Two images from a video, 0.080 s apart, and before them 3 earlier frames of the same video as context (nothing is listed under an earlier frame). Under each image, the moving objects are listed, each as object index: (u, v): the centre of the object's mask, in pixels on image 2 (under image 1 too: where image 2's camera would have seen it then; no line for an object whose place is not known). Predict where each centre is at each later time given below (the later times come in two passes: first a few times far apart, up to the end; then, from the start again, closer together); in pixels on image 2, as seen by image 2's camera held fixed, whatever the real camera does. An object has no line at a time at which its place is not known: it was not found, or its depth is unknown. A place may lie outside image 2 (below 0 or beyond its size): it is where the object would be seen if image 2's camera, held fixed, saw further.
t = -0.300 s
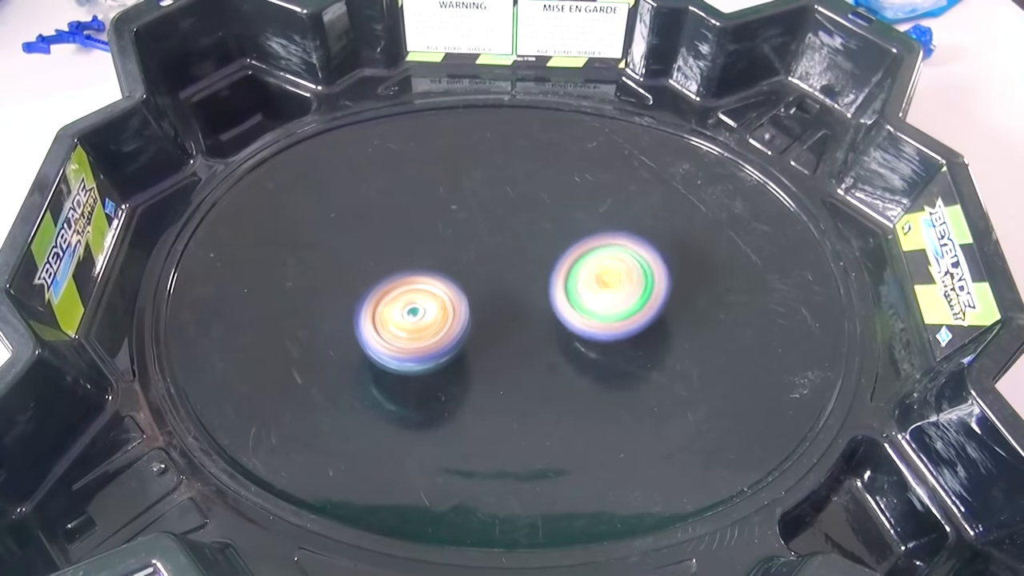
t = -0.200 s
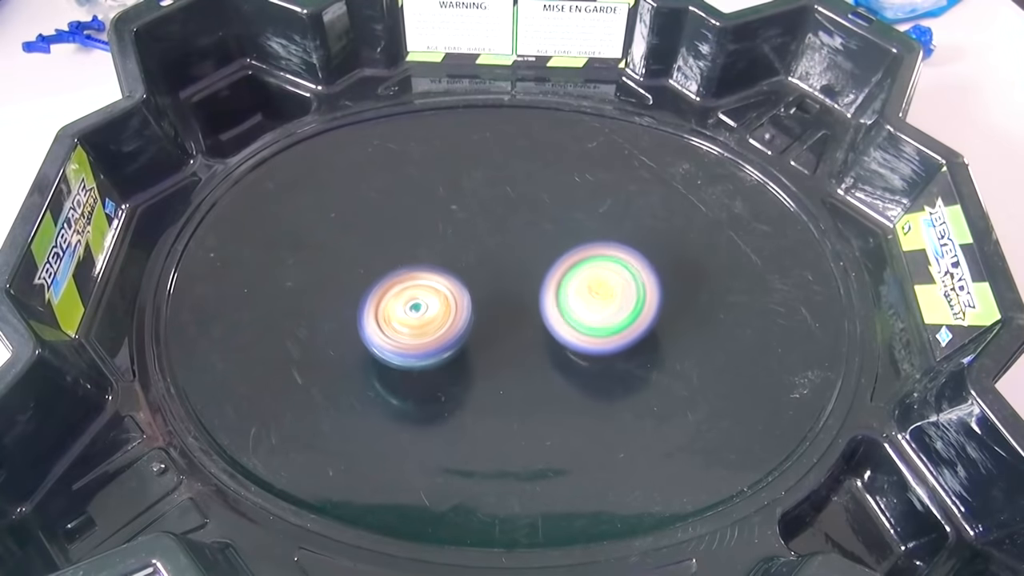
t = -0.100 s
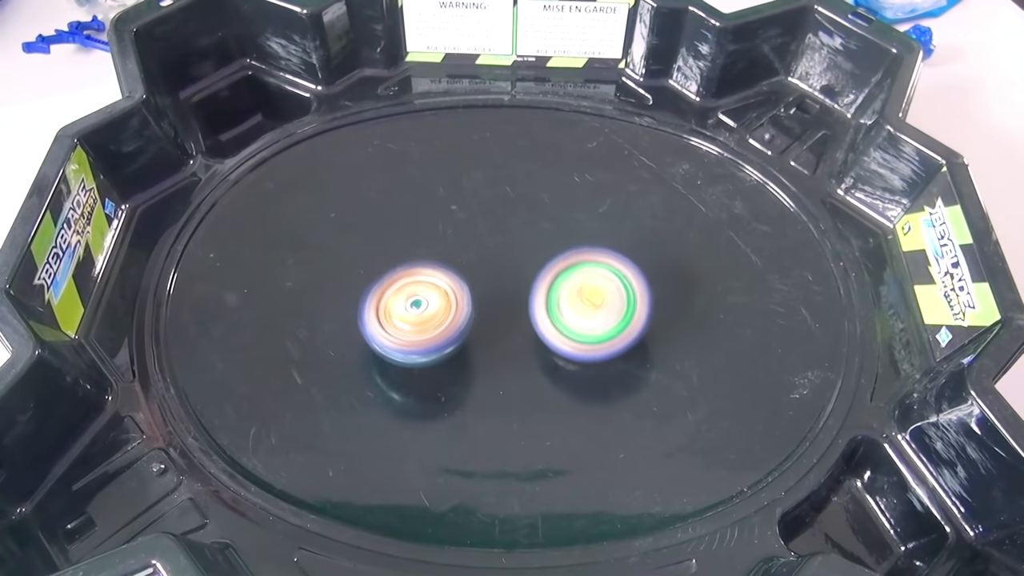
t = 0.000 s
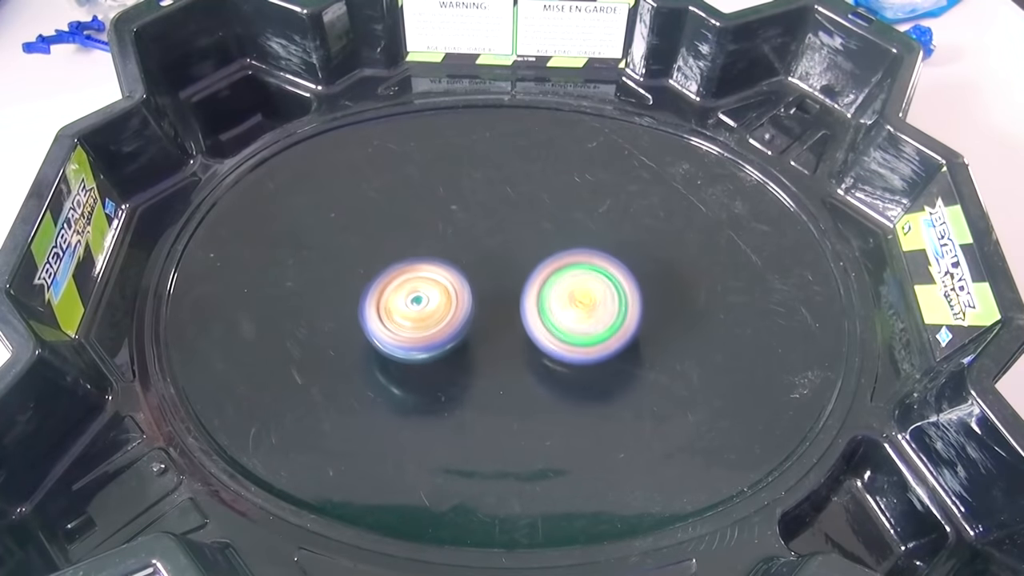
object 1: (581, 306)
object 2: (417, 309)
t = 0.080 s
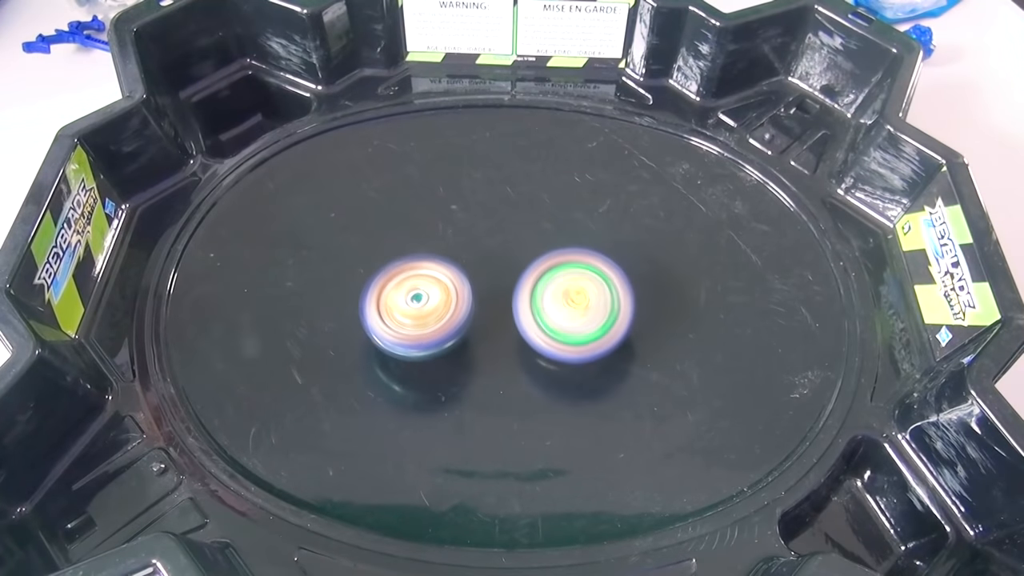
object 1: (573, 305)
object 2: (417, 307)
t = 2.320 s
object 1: (550, 270)
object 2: (411, 299)
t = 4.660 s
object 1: (552, 296)
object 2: (432, 279)
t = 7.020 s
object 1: (561, 304)
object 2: (438, 284)
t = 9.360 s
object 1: (587, 281)
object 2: (450, 295)
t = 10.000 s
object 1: (553, 323)
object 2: (407, 319)
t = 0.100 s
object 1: (572, 305)
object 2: (417, 306)
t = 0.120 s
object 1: (570, 305)
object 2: (417, 306)
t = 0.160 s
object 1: (566, 304)
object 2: (416, 304)
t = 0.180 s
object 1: (563, 304)
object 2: (416, 304)
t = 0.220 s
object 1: (559, 303)
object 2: (416, 303)
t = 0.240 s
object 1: (557, 303)
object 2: (416, 302)
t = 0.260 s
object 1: (555, 302)
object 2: (416, 301)
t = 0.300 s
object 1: (553, 303)
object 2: (416, 300)
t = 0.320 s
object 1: (553, 303)
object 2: (415, 300)
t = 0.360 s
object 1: (551, 303)
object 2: (415, 299)
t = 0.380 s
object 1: (552, 303)
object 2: (415, 298)
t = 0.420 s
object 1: (551, 302)
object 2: (415, 297)
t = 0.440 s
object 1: (551, 303)
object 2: (415, 297)
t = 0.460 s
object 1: (550, 302)
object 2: (415, 297)
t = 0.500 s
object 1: (550, 302)
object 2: (415, 296)
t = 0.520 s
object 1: (549, 302)
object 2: (415, 295)
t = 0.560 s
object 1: (548, 302)
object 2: (415, 295)
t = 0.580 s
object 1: (547, 302)
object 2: (415, 295)
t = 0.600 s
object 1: (547, 303)
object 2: (415, 295)
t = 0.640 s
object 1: (546, 303)
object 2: (415, 295)
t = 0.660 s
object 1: (545, 303)
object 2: (416, 294)
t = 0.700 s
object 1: (544, 304)
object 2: (416, 294)
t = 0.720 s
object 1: (543, 304)
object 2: (417, 294)
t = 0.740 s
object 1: (543, 304)
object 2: (417, 294)
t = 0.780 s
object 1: (541, 305)
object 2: (417, 294)
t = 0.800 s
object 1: (541, 306)
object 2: (418, 294)
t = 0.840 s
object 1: (540, 307)
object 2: (419, 294)
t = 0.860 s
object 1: (542, 308)
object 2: (417, 294)
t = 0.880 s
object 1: (544, 308)
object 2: (415, 295)
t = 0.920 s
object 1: (547, 309)
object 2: (415, 295)
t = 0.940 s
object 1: (547, 309)
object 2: (416, 294)
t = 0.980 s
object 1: (547, 309)
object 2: (417, 294)
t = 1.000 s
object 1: (546, 308)
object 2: (417, 294)
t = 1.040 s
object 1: (545, 308)
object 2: (418, 294)
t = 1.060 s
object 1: (544, 308)
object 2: (418, 294)
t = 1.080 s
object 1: (543, 308)
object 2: (419, 294)
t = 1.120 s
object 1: (544, 308)
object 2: (417, 294)
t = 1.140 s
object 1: (543, 308)
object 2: (417, 294)
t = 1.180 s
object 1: (543, 307)
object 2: (419, 294)
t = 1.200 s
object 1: (542, 307)
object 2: (419, 294)
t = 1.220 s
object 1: (542, 307)
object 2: (420, 294)
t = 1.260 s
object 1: (543, 306)
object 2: (418, 293)
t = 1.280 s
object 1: (543, 306)
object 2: (418, 294)
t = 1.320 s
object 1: (543, 306)
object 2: (420, 293)
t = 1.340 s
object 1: (543, 306)
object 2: (420, 293)
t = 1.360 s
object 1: (542, 306)
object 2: (420, 293)
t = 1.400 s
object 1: (542, 306)
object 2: (421, 293)
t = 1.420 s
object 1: (543, 306)
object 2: (419, 293)
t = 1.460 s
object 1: (544, 305)
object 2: (421, 293)
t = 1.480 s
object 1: (544, 304)
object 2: (422, 293)
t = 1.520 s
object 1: (544, 303)
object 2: (422, 292)
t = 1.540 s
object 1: (544, 302)
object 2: (422, 292)
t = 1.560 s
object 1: (544, 301)
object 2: (422, 292)
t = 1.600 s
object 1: (544, 297)
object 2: (423, 292)
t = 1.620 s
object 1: (545, 294)
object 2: (424, 292)
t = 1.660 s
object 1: (547, 288)
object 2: (422, 292)
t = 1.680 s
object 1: (549, 285)
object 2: (420, 292)
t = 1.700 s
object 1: (551, 283)
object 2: (420, 292)
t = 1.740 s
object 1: (552, 279)
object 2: (422, 292)
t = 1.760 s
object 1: (553, 278)
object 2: (423, 291)
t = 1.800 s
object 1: (551, 276)
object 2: (423, 291)
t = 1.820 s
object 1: (550, 276)
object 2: (424, 291)
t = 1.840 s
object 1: (549, 275)
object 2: (424, 291)
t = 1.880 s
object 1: (546, 275)
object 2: (425, 290)
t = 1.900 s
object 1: (546, 274)
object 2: (426, 290)
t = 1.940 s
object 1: (543, 274)
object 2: (426, 289)
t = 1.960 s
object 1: (543, 273)
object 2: (424, 290)
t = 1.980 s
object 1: (543, 271)
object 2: (423, 291)
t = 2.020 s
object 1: (542, 268)
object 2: (423, 292)
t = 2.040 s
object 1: (542, 267)
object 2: (424, 292)
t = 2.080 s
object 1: (540, 268)
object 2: (425, 291)
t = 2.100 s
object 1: (541, 268)
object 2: (423, 291)
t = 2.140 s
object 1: (543, 268)
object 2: (422, 292)
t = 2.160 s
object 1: (542, 268)
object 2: (423, 292)
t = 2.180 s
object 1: (543, 268)
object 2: (424, 291)
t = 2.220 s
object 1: (542, 269)
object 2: (425, 291)
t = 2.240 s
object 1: (544, 270)
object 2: (421, 292)
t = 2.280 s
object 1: (549, 269)
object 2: (413, 296)
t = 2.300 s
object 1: (549, 269)
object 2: (411, 298)
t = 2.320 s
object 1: (550, 270)
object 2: (411, 299)
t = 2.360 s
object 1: (551, 271)
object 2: (413, 298)
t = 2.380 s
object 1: (550, 272)
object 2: (414, 298)
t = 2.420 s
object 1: (549, 275)
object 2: (415, 298)
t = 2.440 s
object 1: (549, 275)
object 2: (415, 297)
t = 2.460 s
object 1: (549, 277)
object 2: (416, 298)
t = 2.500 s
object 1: (547, 279)
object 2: (417, 297)
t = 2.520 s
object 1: (545, 280)
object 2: (418, 297)
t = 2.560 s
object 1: (542, 284)
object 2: (419, 297)
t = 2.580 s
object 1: (541, 285)
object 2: (420, 297)
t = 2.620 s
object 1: (541, 285)
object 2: (417, 299)
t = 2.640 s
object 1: (541, 286)
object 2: (416, 299)
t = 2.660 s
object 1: (541, 285)
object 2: (418, 299)
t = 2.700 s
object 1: (541, 286)
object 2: (420, 298)
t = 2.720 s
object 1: (545, 285)
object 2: (415, 300)
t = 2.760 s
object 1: (552, 282)
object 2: (411, 302)
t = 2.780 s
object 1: (554, 280)
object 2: (411, 301)
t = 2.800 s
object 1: (556, 280)
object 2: (413, 299)
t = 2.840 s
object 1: (557, 279)
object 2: (415, 299)
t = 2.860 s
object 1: (556, 278)
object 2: (416, 299)
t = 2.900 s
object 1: (555, 279)
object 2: (417, 299)
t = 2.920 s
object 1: (556, 279)
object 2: (417, 298)
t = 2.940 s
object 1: (555, 279)
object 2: (418, 297)
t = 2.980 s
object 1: (554, 281)
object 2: (418, 296)
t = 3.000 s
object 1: (554, 281)
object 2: (419, 297)
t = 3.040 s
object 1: (553, 283)
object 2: (420, 296)
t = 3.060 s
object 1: (553, 284)
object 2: (420, 295)
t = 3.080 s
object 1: (553, 285)
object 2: (421, 295)
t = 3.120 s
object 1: (552, 286)
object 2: (422, 294)
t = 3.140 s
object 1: (552, 287)
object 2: (422, 293)
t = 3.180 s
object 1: (551, 288)
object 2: (423, 292)
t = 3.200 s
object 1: (551, 289)
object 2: (423, 292)
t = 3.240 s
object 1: (550, 291)
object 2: (424, 291)
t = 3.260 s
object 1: (550, 291)
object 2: (424, 290)
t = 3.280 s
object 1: (549, 292)
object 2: (424, 290)
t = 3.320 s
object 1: (549, 294)
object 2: (425, 289)
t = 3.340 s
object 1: (548, 294)
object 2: (426, 289)
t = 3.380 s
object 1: (547, 296)
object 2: (427, 287)
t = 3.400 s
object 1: (546, 296)
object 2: (426, 287)
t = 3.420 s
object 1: (546, 297)
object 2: (427, 287)
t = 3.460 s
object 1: (548, 298)
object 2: (423, 284)
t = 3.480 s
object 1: (548, 298)
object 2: (422, 284)
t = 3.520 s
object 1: (548, 298)
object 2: (422, 285)
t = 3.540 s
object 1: (548, 298)
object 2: (422, 284)
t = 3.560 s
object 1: (547, 298)
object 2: (423, 284)
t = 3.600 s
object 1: (547, 299)
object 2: (423, 283)
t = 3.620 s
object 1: (547, 300)
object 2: (422, 283)
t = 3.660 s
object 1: (547, 300)
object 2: (423, 283)
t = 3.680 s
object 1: (546, 301)
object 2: (424, 283)
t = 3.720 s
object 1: (546, 301)
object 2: (424, 283)
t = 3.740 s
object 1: (547, 302)
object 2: (424, 283)
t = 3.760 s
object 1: (546, 302)
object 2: (424, 283)
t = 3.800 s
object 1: (547, 302)
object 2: (425, 282)
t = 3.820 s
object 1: (548, 303)
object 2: (425, 283)
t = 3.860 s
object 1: (549, 303)
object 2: (426, 283)
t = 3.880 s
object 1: (549, 302)
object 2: (426, 283)
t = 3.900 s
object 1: (549, 303)
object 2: (427, 283)
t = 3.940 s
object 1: (550, 303)
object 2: (427, 283)
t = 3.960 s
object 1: (550, 302)
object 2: (428, 283)
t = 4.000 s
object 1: (551, 302)
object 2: (429, 283)
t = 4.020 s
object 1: (551, 303)
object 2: (429, 283)
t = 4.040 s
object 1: (551, 302)
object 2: (430, 283)
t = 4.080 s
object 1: (552, 301)
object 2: (431, 283)
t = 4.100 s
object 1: (552, 301)
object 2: (431, 283)
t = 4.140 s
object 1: (552, 301)
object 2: (432, 282)
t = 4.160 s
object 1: (552, 299)
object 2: (433, 282)
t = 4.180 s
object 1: (554, 300)
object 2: (432, 282)
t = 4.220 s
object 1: (557, 299)
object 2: (432, 283)
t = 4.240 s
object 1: (557, 298)
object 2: (433, 283)
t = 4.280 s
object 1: (558, 296)
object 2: (435, 282)
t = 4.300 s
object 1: (558, 297)
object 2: (435, 281)
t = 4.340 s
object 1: (557, 296)
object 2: (435, 281)
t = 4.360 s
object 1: (557, 295)
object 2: (435, 281)
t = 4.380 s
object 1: (556, 295)
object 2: (437, 281)
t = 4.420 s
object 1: (557, 295)
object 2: (434, 281)
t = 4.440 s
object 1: (559, 295)
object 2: (431, 281)
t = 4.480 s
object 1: (561, 294)
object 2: (429, 280)
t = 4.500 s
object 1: (560, 294)
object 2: (430, 280)
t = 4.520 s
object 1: (560, 294)
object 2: (431, 280)
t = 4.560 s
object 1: (558, 294)
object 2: (432, 279)
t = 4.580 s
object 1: (556, 295)
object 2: (431, 279)
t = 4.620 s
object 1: (554, 295)
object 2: (431, 278)
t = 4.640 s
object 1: (554, 296)
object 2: (431, 279)
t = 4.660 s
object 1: (552, 296)
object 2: (432, 279)
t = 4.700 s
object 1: (550, 297)
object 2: (433, 278)
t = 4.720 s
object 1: (552, 297)
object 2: (431, 278)
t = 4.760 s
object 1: (554, 297)
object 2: (426, 278)
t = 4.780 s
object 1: (555, 297)
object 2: (427, 278)
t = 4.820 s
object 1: (555, 297)
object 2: (429, 278)
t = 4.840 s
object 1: (553, 297)
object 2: (429, 277)
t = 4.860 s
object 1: (553, 297)
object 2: (429, 278)
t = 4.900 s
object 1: (550, 297)
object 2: (430, 278)
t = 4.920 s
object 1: (548, 298)
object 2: (430, 278)
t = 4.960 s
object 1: (547, 298)
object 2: (430, 278)
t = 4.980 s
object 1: (547, 298)
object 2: (430, 278)
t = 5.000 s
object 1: (546, 298)
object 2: (431, 278)
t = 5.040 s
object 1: (546, 298)
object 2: (430, 278)
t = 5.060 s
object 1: (546, 298)
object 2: (429, 279)
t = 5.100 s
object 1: (548, 298)
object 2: (427, 281)
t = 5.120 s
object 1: (550, 297)
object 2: (427, 282)
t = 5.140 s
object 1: (549, 297)
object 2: (428, 282)
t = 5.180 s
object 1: (549, 297)
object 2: (430, 282)
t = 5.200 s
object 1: (549, 297)
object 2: (430, 281)
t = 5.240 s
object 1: (550, 297)
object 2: (428, 282)
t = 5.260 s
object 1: (554, 294)
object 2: (422, 283)
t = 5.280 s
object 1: (556, 293)
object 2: (417, 286)
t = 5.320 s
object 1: (558, 291)
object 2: (414, 290)
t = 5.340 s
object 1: (559, 290)
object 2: (413, 290)
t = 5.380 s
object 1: (558, 291)
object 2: (416, 290)
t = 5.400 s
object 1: (558, 290)
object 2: (417, 289)
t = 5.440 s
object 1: (557, 291)
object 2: (419, 289)
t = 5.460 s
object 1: (555, 292)
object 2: (420, 289)
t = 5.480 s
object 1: (554, 293)
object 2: (421, 289)
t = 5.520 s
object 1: (551, 294)
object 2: (422, 288)
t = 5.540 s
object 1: (550, 294)
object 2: (423, 288)
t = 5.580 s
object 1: (548, 296)
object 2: (425, 289)
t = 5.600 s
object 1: (546, 296)
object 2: (425, 288)
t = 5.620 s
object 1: (548, 297)
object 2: (425, 289)
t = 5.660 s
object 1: (549, 296)
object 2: (425, 289)
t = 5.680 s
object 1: (554, 295)
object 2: (421, 290)
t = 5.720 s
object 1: (564, 294)
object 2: (419, 290)
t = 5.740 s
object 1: (565, 292)
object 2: (419, 289)
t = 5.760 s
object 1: (567, 293)
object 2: (420, 289)
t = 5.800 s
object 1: (568, 291)
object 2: (422, 288)
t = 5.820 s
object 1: (569, 291)
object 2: (422, 288)
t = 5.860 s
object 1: (567, 290)
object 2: (422, 288)
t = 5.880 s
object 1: (566, 290)
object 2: (423, 287)
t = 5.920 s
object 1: (564, 290)
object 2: (423, 287)
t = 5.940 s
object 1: (562, 290)
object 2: (423, 287)
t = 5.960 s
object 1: (562, 290)
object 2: (424, 287)
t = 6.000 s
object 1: (559, 290)
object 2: (424, 286)
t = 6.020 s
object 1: (558, 291)
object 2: (425, 286)
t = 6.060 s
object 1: (556, 292)
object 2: (425, 286)
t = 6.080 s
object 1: (554, 292)
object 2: (426, 286)
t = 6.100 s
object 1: (554, 293)
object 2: (426, 285)
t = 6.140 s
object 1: (551, 294)
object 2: (426, 285)
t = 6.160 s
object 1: (551, 295)
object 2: (426, 285)
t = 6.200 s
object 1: (549, 296)
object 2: (427, 285)
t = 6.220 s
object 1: (548, 297)
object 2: (427, 284)
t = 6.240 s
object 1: (547, 298)
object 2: (428, 284)
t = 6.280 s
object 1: (546, 299)
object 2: (428, 284)
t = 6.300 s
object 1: (547, 300)
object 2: (426, 284)
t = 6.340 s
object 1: (549, 301)
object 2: (424, 285)
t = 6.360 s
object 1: (551, 301)
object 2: (425, 286)
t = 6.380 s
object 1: (550, 301)
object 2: (426, 285)
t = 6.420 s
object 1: (550, 301)
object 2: (428, 285)
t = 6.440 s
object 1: (549, 301)
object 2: (429, 284)
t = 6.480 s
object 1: (548, 301)
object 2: (429, 284)
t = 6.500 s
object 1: (548, 302)
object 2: (429, 284)
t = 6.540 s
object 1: (551, 302)
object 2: (425, 284)
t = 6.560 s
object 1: (553, 302)
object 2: (423, 286)
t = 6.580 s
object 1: (552, 301)
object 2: (423, 287)
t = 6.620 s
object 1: (552, 301)
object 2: (425, 287)
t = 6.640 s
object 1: (551, 302)
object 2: (426, 286)
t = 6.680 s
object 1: (551, 301)
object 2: (427, 285)
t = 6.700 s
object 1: (551, 303)
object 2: (428, 285)
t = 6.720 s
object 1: (551, 302)
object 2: (428, 284)
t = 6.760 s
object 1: (551, 304)
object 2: (429, 284)
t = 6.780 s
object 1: (551, 303)
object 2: (429, 283)
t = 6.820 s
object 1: (552, 304)
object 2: (431, 283)
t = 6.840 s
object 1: (552, 304)
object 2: (431, 284)
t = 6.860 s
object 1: (553, 305)
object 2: (432, 284)
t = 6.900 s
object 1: (553, 305)
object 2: (433, 284)
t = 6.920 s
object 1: (555, 305)
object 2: (435, 284)
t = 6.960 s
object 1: (556, 306)
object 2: (437, 284)
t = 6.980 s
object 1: (557, 304)
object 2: (439, 284)
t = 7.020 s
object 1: (561, 304)
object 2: (438, 284)
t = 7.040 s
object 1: (563, 303)
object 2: (437, 283)
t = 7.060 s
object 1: (564, 303)
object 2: (439, 283)
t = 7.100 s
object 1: (563, 302)
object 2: (440, 282)
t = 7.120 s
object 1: (563, 302)
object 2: (440, 282)
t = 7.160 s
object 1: (560, 301)
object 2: (440, 282)
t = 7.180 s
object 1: (560, 301)
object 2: (441, 282)
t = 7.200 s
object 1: (558, 300)
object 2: (441, 282)
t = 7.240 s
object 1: (572, 300)
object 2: (424, 283)
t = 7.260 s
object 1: (580, 301)
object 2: (415, 282)
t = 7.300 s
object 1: (594, 305)
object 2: (405, 279)
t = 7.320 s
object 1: (599, 306)
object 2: (402, 278)
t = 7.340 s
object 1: (604, 309)
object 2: (401, 277)
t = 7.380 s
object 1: (608, 311)
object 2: (401, 277)
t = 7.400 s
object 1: (610, 310)
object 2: (401, 277)
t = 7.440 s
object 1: (611, 310)
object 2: (404, 276)
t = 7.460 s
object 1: (611, 310)
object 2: (404, 276)
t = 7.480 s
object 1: (610, 309)
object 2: (405, 276)
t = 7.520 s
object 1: (608, 309)
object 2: (407, 275)
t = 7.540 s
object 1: (605, 309)
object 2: (409, 275)
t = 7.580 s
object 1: (601, 309)
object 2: (410, 274)
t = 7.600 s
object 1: (598, 310)
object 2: (411, 274)
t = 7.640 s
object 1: (594, 310)
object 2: (413, 272)
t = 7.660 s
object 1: (591, 311)
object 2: (414, 272)
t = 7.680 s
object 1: (590, 311)
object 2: (414, 271)
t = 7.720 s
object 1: (585, 311)
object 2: (415, 271)
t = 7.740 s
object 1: (583, 310)
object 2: (415, 270)
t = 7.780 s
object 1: (577, 309)
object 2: (416, 269)
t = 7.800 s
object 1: (574, 308)
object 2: (416, 269)
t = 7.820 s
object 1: (570, 307)
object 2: (417, 269)
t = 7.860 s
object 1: (562, 303)
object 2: (418, 269)
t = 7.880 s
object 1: (557, 301)
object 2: (419, 269)
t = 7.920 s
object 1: (548, 297)
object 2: (422, 268)
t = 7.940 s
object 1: (542, 294)
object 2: (423, 268)
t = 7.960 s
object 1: (540, 291)
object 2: (421, 269)
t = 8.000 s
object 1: (565, 282)
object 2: (382, 268)
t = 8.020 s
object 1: (576, 280)
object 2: (362, 268)
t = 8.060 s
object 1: (591, 273)
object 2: (333, 270)
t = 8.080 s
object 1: (597, 270)
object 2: (324, 268)
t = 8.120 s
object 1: (604, 267)
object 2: (309, 265)
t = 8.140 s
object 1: (604, 266)
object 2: (304, 264)
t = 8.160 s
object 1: (604, 266)
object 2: (301, 263)
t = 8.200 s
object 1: (605, 266)
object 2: (301, 264)
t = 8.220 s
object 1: (605, 267)
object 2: (302, 264)
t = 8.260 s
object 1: (606, 268)
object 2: (307, 264)
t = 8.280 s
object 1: (605, 269)
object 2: (310, 265)
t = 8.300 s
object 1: (605, 270)
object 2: (314, 266)
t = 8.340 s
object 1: (604, 271)
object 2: (322, 268)
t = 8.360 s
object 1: (604, 272)
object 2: (325, 268)
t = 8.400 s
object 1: (603, 273)
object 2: (334, 271)
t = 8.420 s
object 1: (602, 274)
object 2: (340, 273)
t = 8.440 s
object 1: (602, 275)
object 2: (344, 275)
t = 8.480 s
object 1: (600, 277)
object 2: (355, 281)
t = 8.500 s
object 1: (599, 279)
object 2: (363, 284)
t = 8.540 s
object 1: (598, 280)
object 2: (378, 290)
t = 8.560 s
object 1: (597, 281)
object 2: (385, 292)
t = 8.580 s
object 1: (597, 283)
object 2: (394, 294)
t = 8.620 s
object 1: (595, 283)
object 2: (414, 297)
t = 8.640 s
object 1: (595, 284)
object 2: (423, 297)
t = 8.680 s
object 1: (594, 284)
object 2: (442, 297)
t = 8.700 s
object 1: (593, 284)
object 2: (452, 297)
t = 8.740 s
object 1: (593, 285)
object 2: (469, 295)
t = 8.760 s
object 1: (598, 284)
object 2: (466, 299)
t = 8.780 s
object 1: (609, 279)
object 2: (460, 302)
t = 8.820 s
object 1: (628, 274)
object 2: (446, 311)
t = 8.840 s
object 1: (636, 273)
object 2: (442, 314)
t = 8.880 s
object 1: (650, 272)
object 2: (436, 319)
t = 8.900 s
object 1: (655, 271)
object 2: (437, 320)
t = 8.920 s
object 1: (660, 271)
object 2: (438, 321)
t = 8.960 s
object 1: (665, 270)
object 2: (441, 319)
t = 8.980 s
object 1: (666, 269)
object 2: (443, 318)
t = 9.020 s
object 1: (665, 269)
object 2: (445, 314)
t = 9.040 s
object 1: (663, 269)
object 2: (445, 311)
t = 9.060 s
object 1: (659, 270)
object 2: (445, 309)
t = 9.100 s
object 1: (655, 272)
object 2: (444, 306)
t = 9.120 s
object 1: (651, 274)
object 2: (442, 306)
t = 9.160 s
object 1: (645, 278)
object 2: (442, 306)
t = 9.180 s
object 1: (643, 279)
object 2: (445, 304)
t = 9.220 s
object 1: (636, 280)
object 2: (446, 302)
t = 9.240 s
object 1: (632, 281)
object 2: (447, 302)
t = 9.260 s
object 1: (626, 279)
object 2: (447, 301)
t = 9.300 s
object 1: (611, 280)
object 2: (450, 297)
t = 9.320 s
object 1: (604, 281)
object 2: (450, 296)
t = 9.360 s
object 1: (587, 281)
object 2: (450, 295)
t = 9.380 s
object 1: (578, 282)
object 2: (450, 294)
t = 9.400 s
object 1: (569, 282)
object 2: (450, 292)
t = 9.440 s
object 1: (568, 275)
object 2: (420, 304)
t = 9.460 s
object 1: (568, 273)
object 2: (407, 307)
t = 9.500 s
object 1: (568, 274)
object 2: (382, 309)
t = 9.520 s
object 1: (567, 275)
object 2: (372, 311)
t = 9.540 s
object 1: (565, 275)
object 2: (364, 313)
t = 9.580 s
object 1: (563, 278)
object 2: (353, 314)
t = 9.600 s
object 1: (561, 279)
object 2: (350, 316)
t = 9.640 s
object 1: (558, 283)
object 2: (345, 318)
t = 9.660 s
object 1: (557, 285)
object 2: (344, 319)
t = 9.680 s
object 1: (556, 287)
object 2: (343, 320)
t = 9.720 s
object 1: (553, 292)
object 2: (342, 322)
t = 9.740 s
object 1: (553, 294)
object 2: (343, 325)
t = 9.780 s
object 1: (552, 299)
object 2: (347, 329)
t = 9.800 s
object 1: (552, 301)
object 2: (349, 329)
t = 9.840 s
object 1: (551, 307)
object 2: (358, 332)
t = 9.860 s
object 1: (551, 311)
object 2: (363, 333)
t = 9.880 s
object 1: (551, 313)
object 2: (368, 333)
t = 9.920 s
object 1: (551, 318)
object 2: (379, 330)
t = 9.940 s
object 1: (551, 320)
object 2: (385, 328)
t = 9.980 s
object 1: (553, 323)
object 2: (399, 322)
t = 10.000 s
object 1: (553, 323)
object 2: (407, 319)
